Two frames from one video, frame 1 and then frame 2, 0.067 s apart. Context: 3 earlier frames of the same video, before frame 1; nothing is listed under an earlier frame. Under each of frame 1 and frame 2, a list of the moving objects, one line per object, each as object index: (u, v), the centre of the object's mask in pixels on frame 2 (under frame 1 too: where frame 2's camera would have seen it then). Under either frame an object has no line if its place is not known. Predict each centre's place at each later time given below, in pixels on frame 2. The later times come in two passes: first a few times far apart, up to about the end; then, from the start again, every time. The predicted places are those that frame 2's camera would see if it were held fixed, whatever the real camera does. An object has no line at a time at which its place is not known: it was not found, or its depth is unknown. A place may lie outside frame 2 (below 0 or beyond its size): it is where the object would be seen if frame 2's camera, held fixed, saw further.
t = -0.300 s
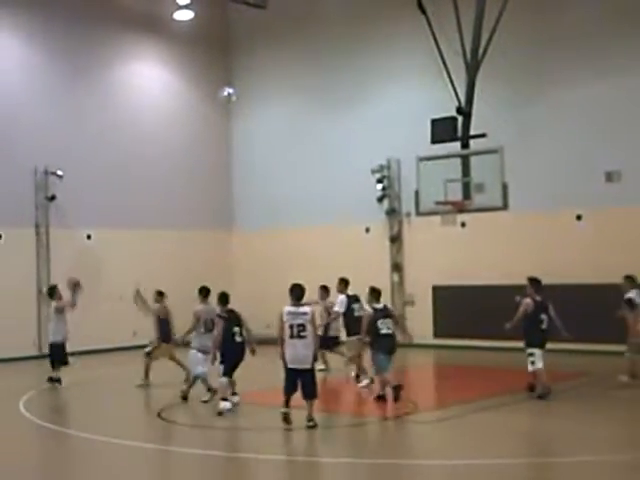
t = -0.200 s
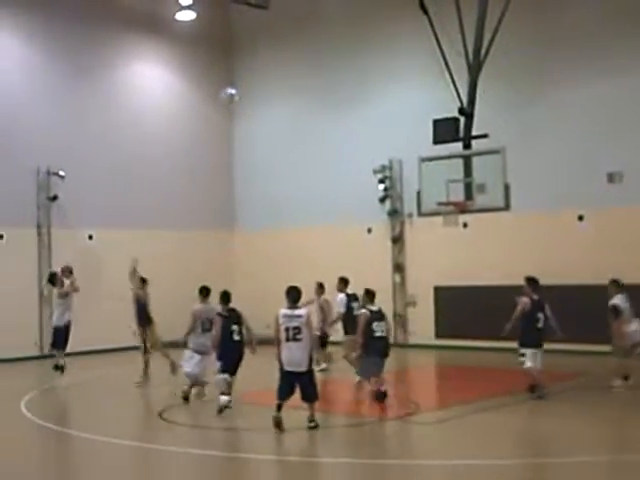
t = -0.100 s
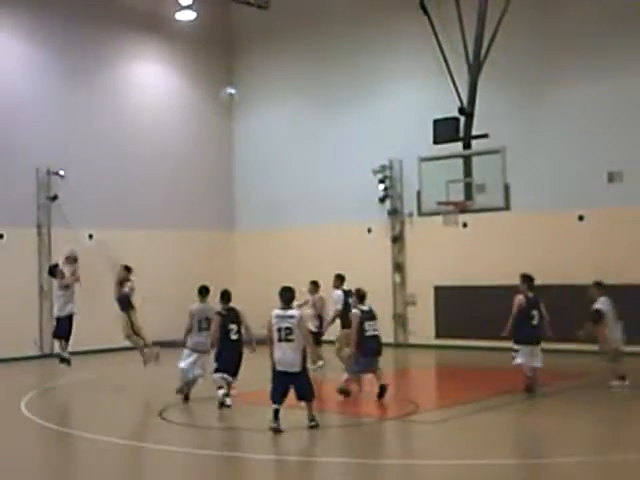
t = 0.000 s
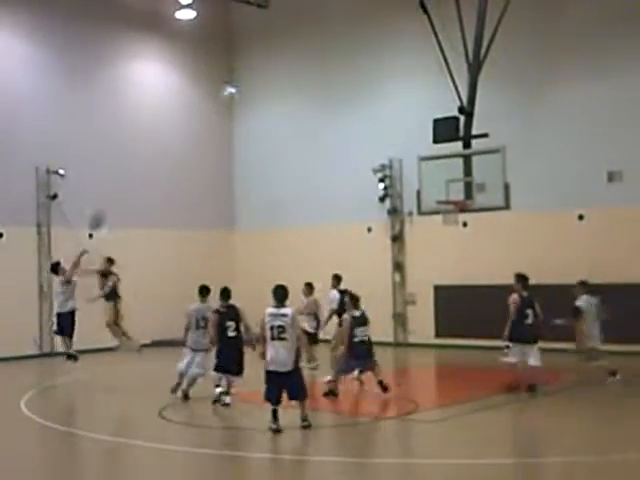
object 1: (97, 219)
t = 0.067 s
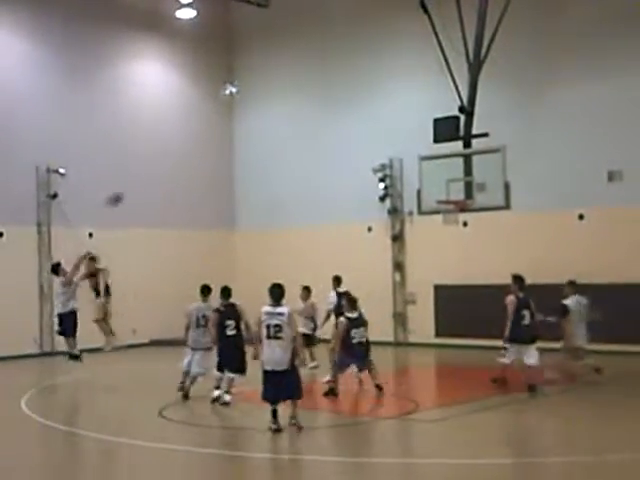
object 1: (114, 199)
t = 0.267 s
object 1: (174, 145)
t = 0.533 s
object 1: (252, 109)
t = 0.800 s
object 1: (325, 109)
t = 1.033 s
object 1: (390, 143)
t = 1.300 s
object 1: (462, 216)
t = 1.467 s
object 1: (467, 229)
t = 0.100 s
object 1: (125, 188)
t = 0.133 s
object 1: (135, 178)
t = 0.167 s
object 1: (145, 169)
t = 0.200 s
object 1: (155, 161)
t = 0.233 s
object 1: (164, 152)
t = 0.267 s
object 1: (174, 145)
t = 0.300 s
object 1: (183, 139)
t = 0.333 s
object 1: (193, 133)
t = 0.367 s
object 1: (203, 127)
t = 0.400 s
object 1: (212, 122)
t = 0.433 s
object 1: (222, 118)
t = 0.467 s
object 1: (232, 115)
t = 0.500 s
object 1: (242, 111)
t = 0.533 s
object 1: (252, 109)
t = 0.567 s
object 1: (261, 107)
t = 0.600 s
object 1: (270, 105)
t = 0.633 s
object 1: (279, 104)
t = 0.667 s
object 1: (288, 104)
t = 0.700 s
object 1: (298, 104)
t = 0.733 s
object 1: (307, 106)
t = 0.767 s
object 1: (316, 107)
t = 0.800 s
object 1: (325, 109)
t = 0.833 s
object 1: (335, 112)
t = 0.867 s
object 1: (344, 117)
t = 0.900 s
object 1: (354, 120)
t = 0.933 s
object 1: (363, 125)
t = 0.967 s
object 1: (372, 130)
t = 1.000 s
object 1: (382, 137)
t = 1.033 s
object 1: (390, 143)
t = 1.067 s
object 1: (399, 150)
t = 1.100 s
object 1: (408, 158)
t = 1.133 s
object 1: (419, 167)
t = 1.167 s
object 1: (427, 176)
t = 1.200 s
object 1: (437, 186)
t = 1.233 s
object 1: (444, 195)
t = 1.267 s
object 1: (455, 206)
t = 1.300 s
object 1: (462, 216)
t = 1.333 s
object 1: (463, 215)
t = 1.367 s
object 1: (464, 218)
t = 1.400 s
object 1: (465, 221)
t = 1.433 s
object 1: (466, 225)
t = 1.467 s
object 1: (467, 229)
